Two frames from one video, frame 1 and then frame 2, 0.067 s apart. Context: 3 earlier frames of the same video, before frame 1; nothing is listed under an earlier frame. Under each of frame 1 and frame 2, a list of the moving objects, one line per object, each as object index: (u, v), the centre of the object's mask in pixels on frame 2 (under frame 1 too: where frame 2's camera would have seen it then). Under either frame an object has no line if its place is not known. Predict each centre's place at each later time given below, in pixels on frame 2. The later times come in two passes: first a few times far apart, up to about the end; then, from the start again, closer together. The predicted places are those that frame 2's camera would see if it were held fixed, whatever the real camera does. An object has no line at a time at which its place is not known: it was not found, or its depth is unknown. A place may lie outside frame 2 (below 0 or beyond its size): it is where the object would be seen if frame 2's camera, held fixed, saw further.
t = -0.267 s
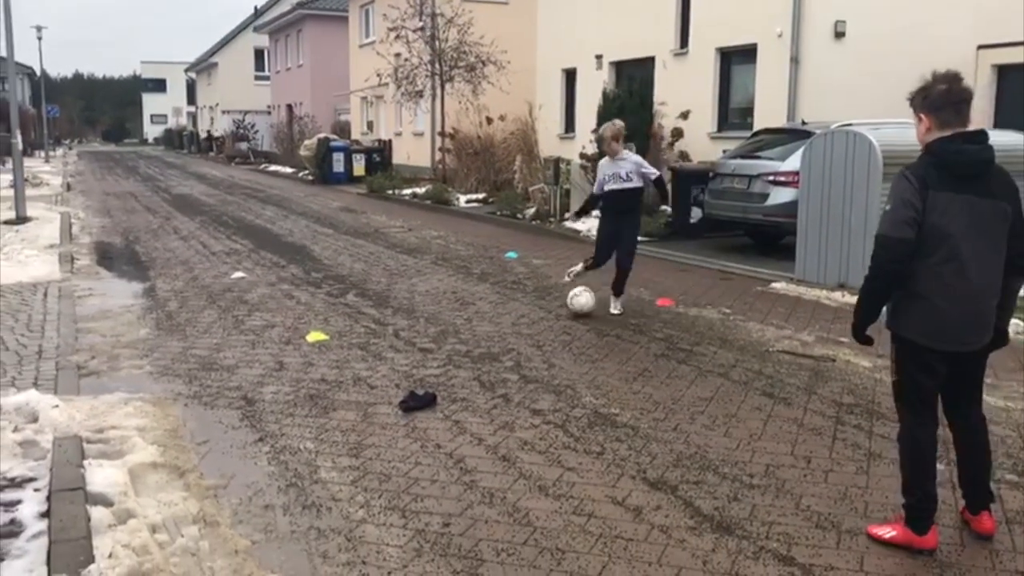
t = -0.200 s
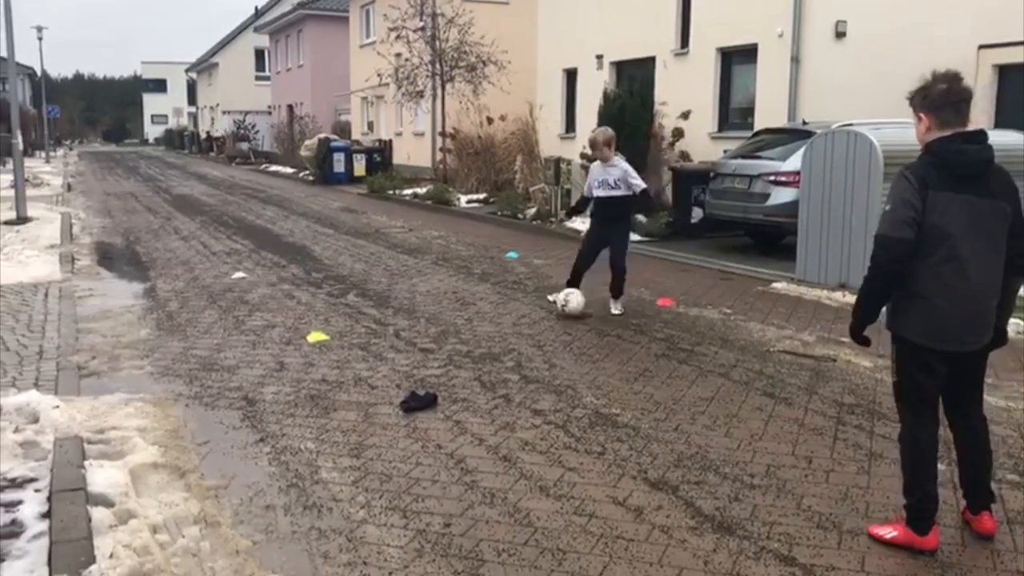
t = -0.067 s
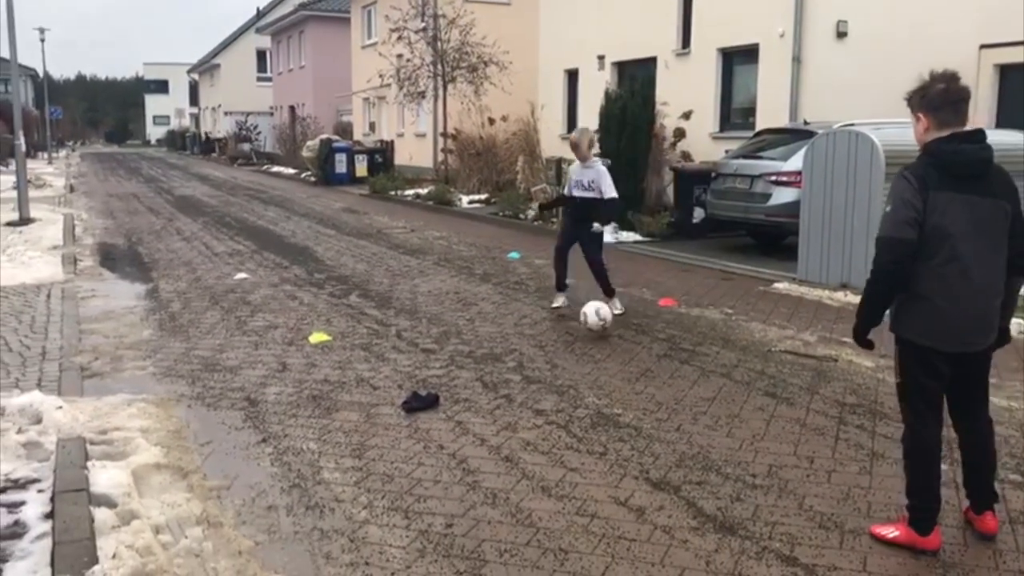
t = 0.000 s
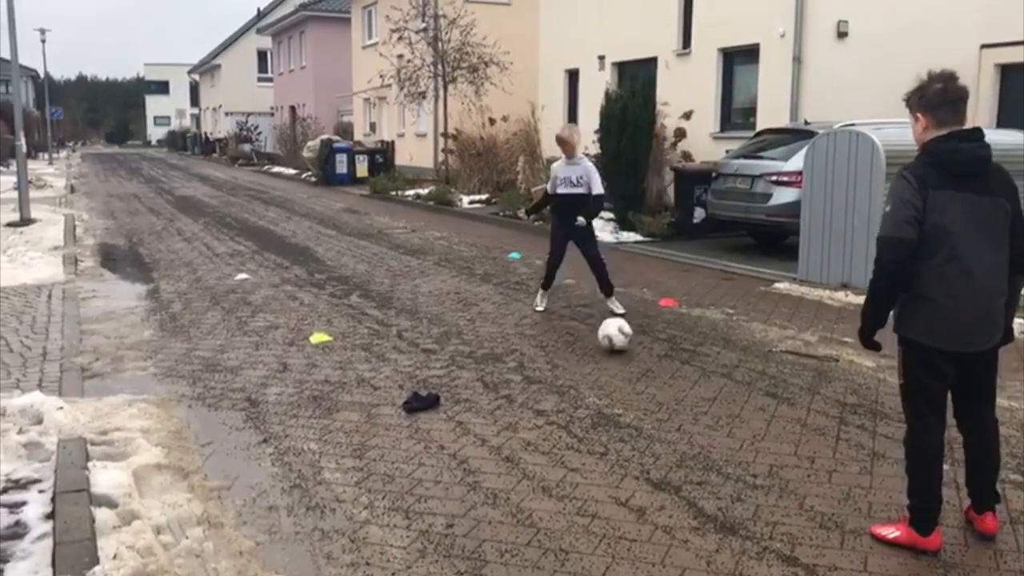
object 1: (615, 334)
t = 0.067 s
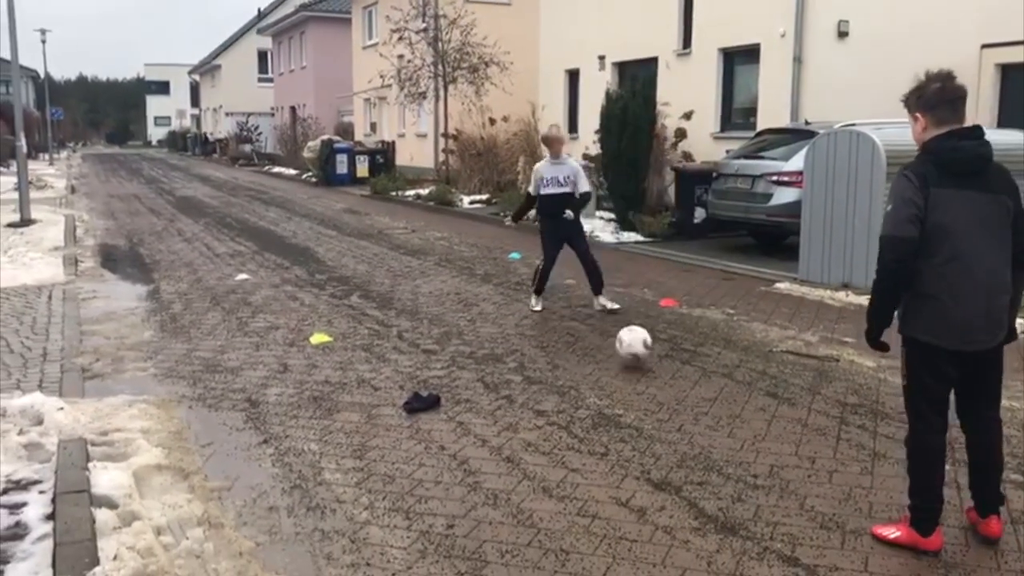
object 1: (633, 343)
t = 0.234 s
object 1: (685, 381)
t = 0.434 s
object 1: (766, 441)
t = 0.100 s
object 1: (643, 351)
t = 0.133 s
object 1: (654, 361)
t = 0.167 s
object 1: (665, 369)
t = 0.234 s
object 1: (685, 381)
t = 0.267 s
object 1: (697, 390)
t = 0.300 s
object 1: (710, 405)
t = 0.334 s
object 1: (723, 411)
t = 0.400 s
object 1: (750, 428)
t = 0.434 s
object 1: (766, 441)
